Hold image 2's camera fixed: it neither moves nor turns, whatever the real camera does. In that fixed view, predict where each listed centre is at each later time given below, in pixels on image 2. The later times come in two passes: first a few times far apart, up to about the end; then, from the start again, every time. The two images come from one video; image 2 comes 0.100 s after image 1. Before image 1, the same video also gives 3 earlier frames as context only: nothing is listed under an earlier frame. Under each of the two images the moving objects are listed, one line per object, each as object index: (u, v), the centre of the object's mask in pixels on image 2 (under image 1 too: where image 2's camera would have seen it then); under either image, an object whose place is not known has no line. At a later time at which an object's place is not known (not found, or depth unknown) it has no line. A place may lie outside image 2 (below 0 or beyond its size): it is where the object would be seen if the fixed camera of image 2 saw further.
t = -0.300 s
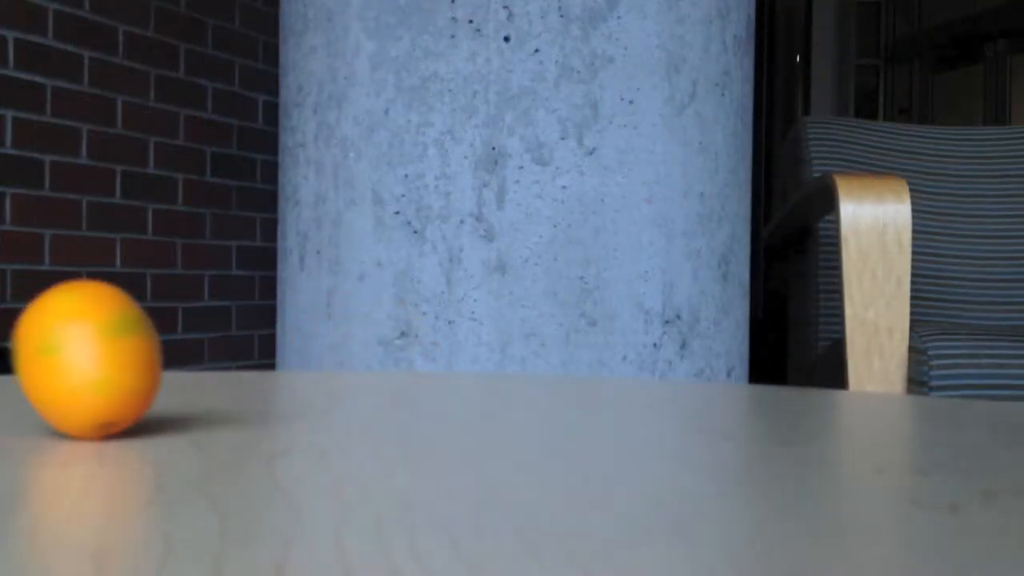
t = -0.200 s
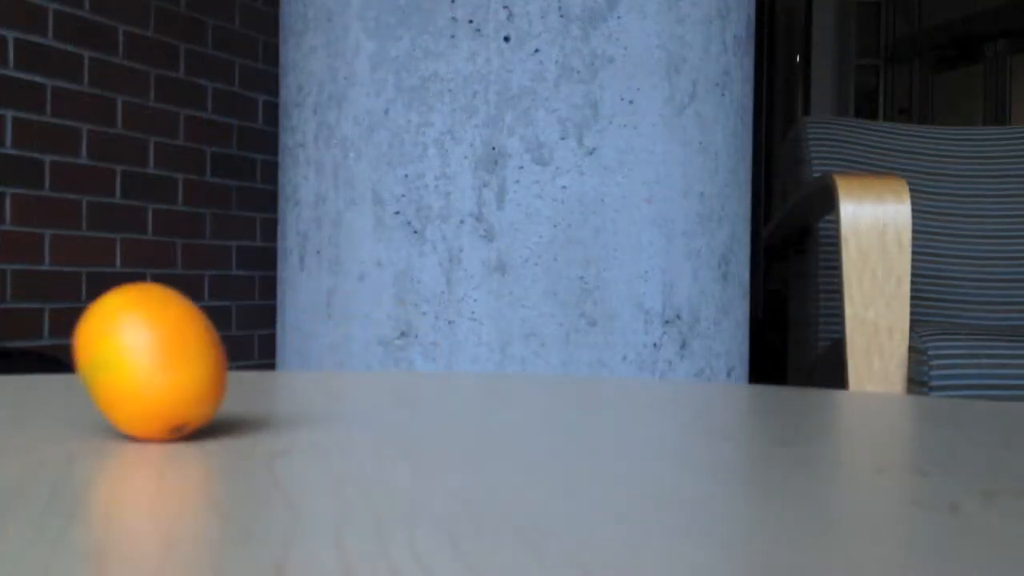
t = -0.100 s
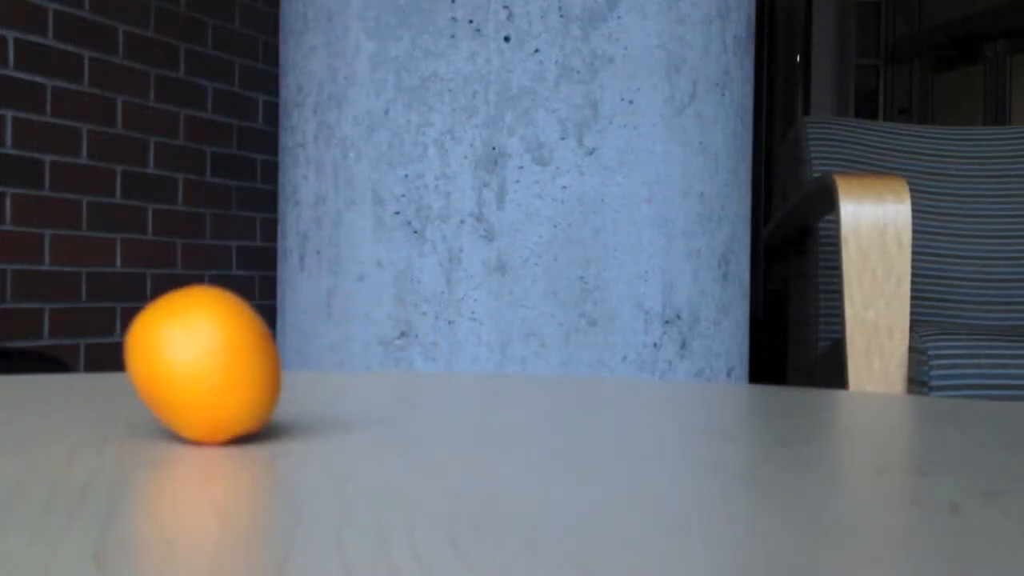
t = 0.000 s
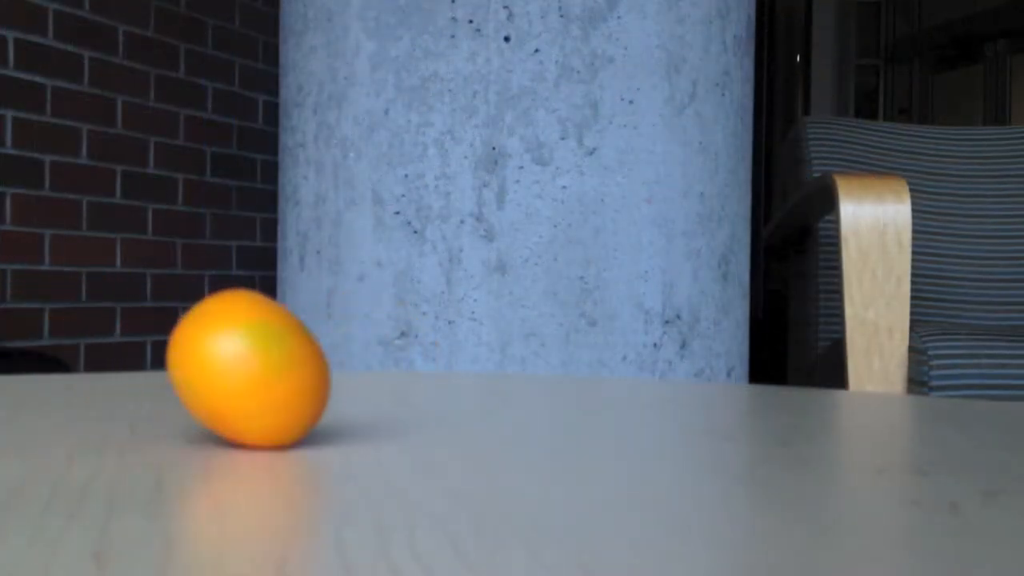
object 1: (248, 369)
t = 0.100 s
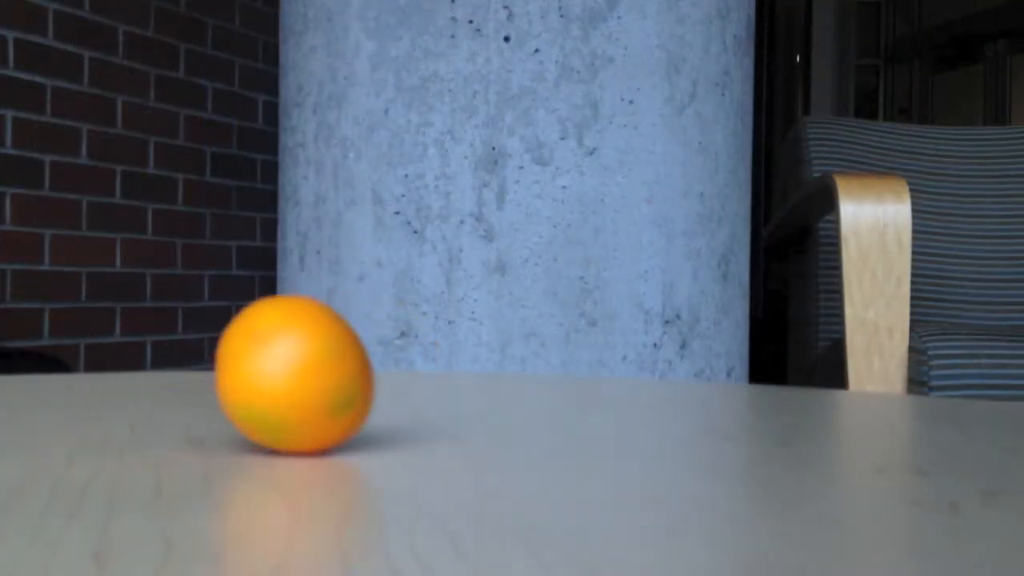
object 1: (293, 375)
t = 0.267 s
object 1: (377, 381)
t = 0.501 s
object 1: (459, 395)
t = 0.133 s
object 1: (309, 376)
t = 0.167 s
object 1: (329, 374)
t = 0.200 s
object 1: (348, 377)
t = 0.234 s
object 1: (363, 382)
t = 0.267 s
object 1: (377, 381)
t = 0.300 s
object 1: (392, 379)
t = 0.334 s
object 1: (407, 381)
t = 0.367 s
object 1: (419, 387)
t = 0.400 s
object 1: (429, 388)
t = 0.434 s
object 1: (439, 387)
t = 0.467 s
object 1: (452, 388)
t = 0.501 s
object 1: (459, 395)
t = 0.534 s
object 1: (469, 398)
